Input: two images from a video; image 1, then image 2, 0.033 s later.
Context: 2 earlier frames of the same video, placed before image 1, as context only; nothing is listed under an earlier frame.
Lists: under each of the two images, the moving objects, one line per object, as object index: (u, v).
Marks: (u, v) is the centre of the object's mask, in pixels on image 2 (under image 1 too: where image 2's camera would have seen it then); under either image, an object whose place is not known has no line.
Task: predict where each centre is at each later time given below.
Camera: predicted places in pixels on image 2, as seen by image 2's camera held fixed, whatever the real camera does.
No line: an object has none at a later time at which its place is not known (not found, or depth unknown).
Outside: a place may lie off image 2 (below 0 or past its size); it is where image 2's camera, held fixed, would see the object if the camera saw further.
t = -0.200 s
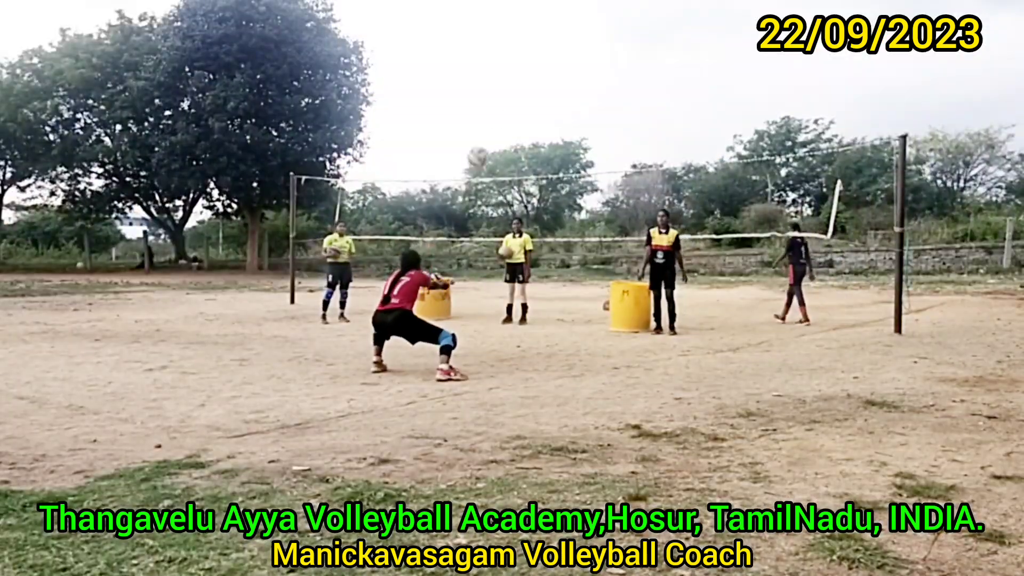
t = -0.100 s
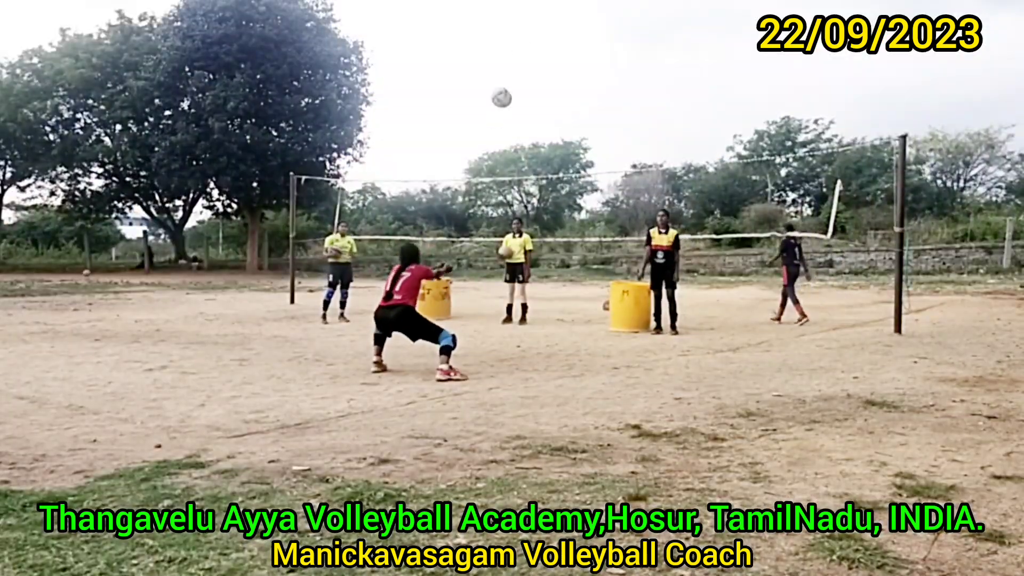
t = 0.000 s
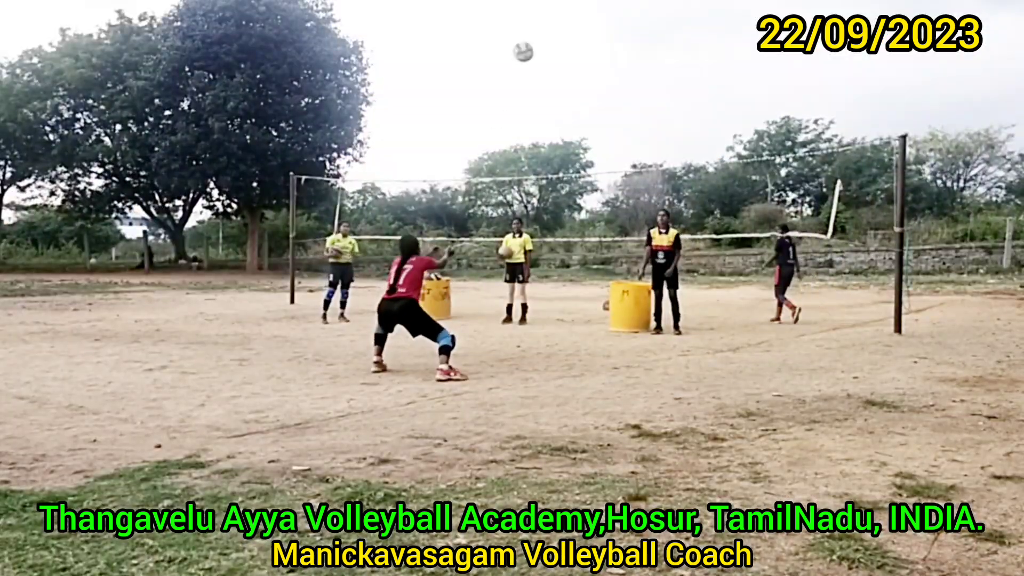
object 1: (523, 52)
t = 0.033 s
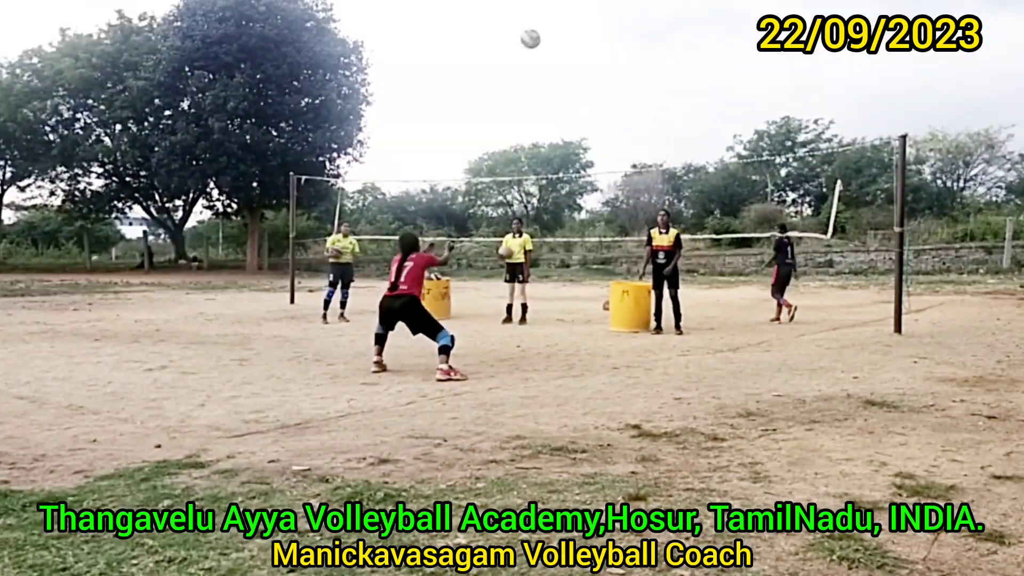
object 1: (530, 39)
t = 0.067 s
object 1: (537, 27)
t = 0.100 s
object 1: (544, 16)
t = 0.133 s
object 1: (550, 8)
